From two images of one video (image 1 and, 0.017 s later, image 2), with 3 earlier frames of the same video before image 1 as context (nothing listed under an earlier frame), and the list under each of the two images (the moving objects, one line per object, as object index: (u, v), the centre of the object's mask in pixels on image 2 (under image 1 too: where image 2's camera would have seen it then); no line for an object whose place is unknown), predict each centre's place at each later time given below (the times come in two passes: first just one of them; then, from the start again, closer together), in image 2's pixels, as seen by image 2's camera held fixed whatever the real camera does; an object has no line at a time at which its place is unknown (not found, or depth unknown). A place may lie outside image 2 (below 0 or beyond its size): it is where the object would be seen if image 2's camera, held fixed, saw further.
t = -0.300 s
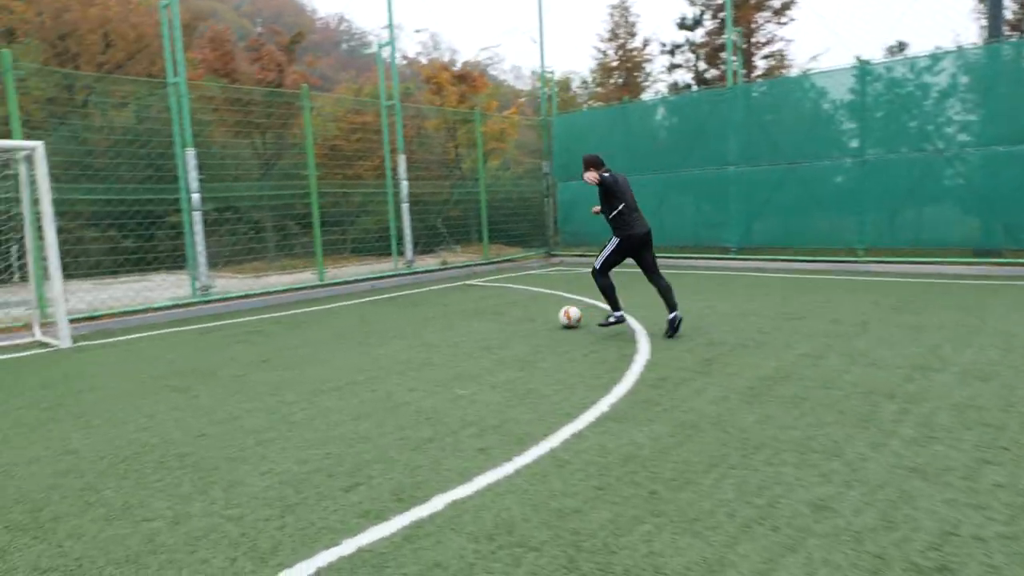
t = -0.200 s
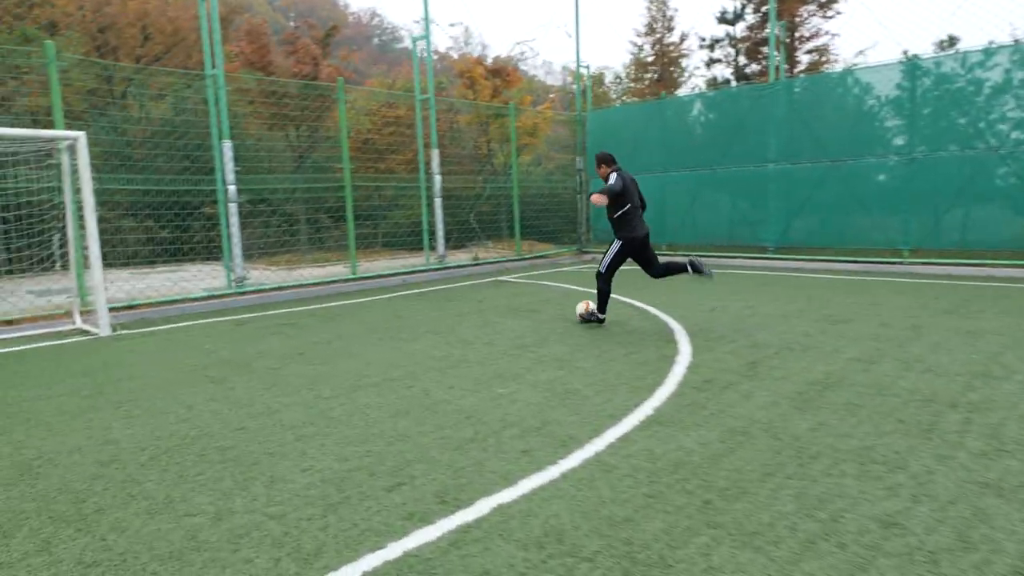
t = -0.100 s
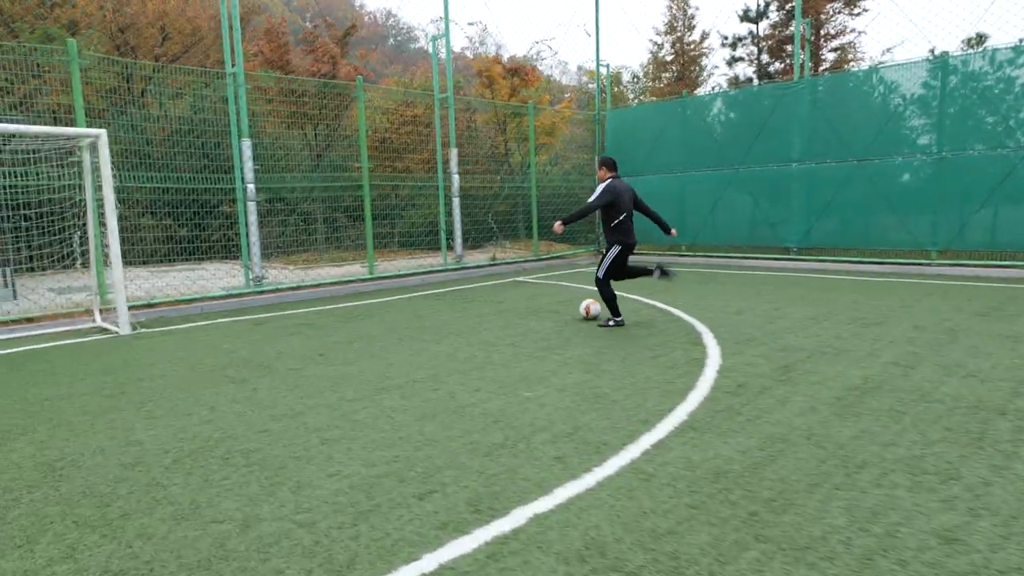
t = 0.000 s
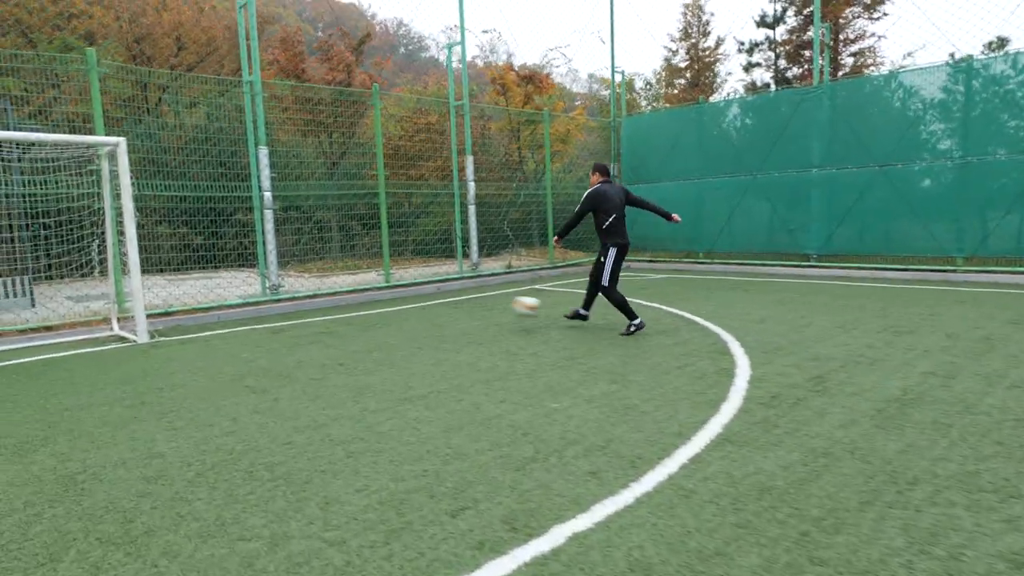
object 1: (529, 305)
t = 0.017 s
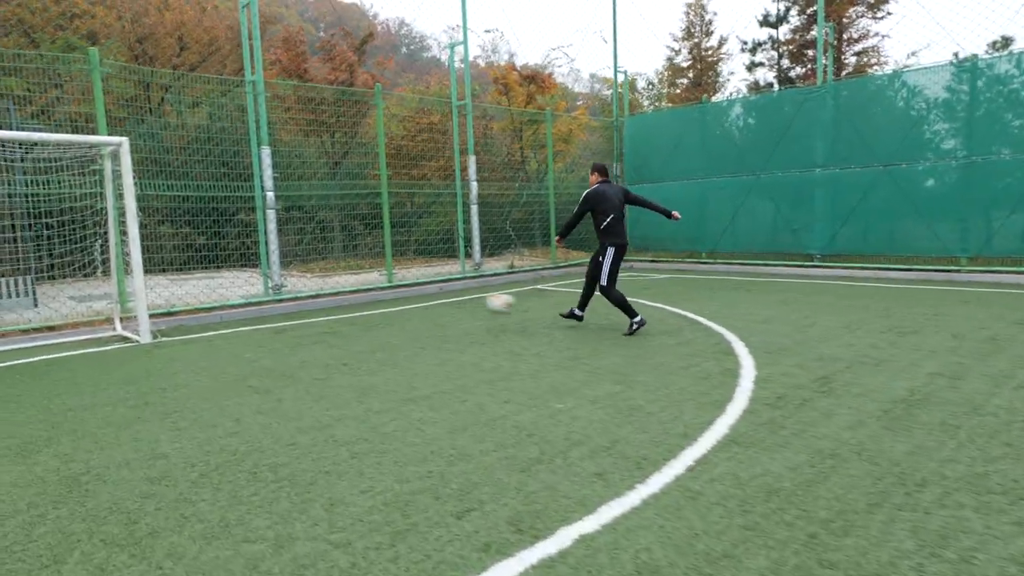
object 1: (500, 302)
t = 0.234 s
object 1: (116, 278)
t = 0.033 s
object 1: (469, 299)
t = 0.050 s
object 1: (439, 297)
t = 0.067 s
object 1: (410, 294)
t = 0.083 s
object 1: (381, 292)
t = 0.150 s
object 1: (261, 284)
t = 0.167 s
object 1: (232, 280)
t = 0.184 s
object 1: (206, 281)
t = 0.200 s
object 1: (174, 280)
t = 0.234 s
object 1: (116, 278)
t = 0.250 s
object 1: (87, 277)
